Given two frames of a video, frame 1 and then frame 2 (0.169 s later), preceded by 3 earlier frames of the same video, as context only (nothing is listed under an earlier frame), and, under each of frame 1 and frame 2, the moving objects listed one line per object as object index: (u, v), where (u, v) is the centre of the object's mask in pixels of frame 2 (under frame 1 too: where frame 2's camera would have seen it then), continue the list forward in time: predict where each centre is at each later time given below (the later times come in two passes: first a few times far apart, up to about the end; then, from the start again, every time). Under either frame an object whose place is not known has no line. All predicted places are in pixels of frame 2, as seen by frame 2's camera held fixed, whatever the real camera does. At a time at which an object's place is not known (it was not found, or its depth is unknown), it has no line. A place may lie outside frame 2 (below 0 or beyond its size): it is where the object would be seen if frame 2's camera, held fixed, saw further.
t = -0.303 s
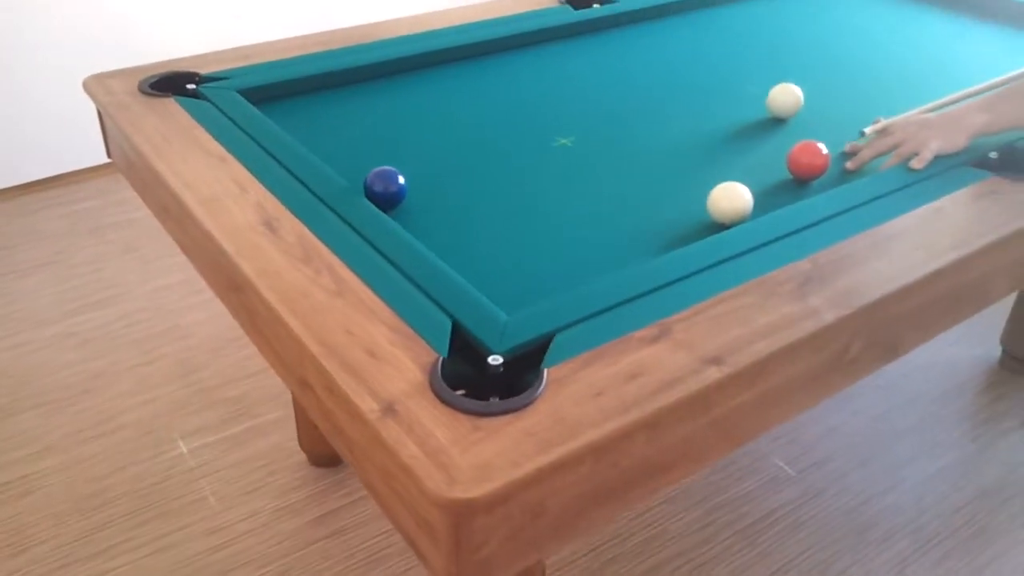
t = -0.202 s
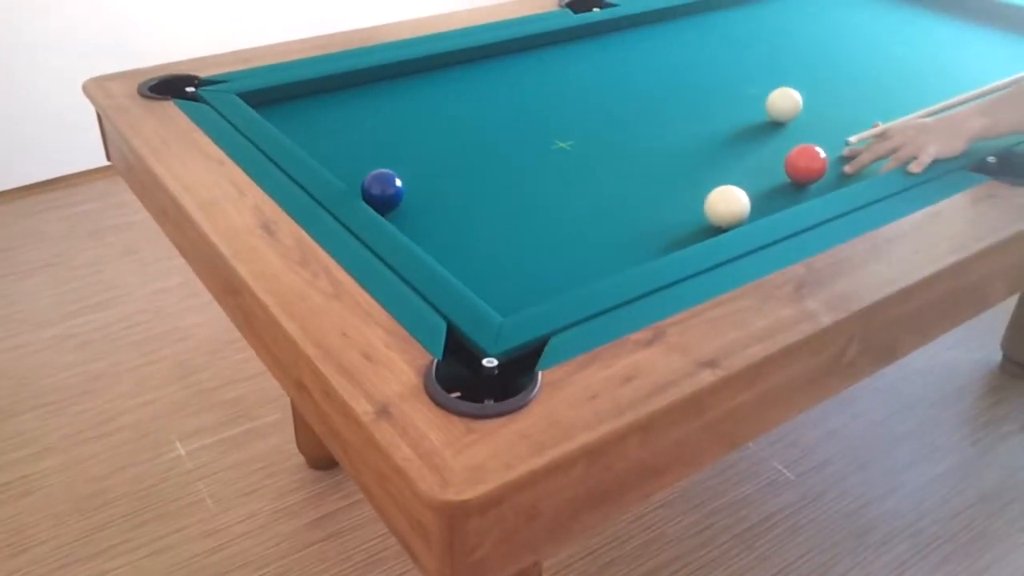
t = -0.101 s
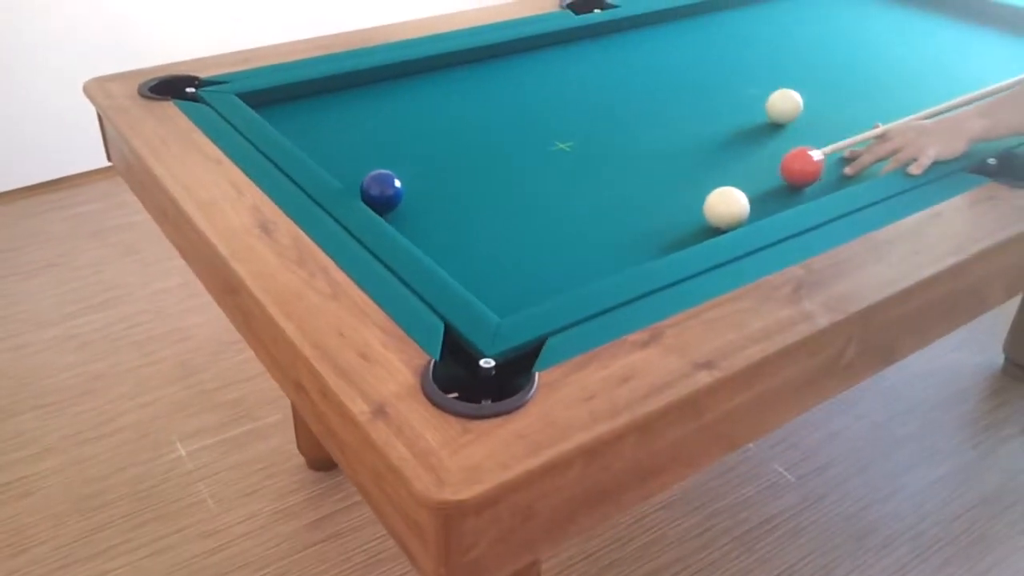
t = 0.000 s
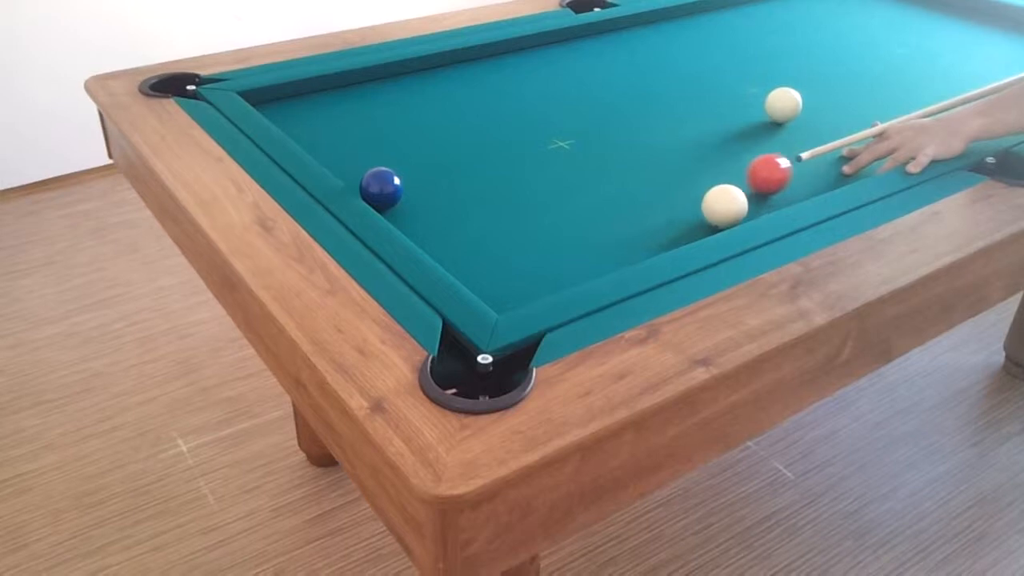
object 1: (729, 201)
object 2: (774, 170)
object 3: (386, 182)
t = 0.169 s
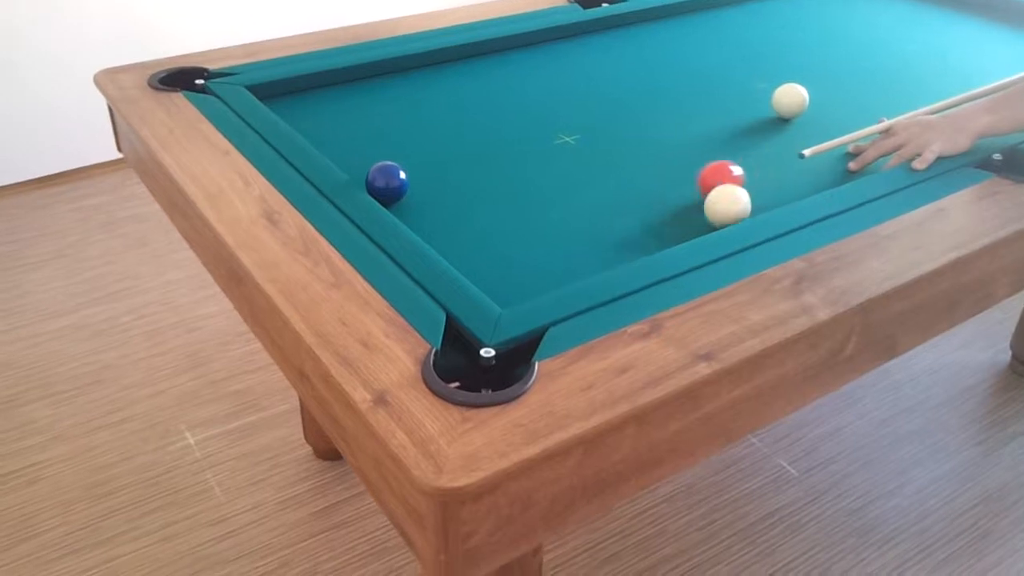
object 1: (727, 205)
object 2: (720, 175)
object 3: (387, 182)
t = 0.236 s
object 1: (724, 210)
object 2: (701, 180)
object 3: (386, 183)
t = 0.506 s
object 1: (694, 218)
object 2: (625, 180)
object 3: (386, 183)
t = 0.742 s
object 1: (665, 222)
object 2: (563, 179)
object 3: (386, 182)
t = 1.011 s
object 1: (635, 224)
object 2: (494, 178)
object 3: (387, 182)
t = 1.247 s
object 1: (612, 225)
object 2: (438, 177)
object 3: (387, 183)
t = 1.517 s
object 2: (421, 172)
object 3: (379, 179)
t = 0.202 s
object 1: (725, 208)
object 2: (710, 178)
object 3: (386, 183)
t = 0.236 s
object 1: (724, 210)
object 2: (701, 180)
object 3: (386, 183)
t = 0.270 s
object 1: (723, 212)
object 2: (691, 180)
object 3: (387, 183)
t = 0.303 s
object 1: (721, 214)
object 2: (682, 180)
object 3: (386, 183)
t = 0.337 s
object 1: (716, 215)
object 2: (672, 180)
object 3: (386, 183)
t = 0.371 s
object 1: (712, 215)
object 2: (663, 180)
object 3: (386, 183)
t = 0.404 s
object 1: (707, 216)
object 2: (653, 180)
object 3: (386, 183)
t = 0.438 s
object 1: (703, 217)
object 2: (644, 180)
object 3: (386, 183)
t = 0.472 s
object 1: (698, 218)
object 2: (635, 180)
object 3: (386, 183)
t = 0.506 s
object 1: (694, 218)
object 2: (625, 180)
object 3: (386, 183)
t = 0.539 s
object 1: (689, 219)
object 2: (616, 180)
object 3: (386, 183)
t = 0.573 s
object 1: (685, 220)
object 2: (607, 180)
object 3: (386, 183)
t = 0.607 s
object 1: (681, 220)
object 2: (598, 180)
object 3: (386, 182)
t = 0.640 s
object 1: (677, 221)
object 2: (589, 180)
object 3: (386, 182)
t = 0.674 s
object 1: (673, 221)
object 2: (580, 179)
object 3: (386, 183)
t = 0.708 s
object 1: (669, 222)
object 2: (571, 179)
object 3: (386, 182)
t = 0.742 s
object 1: (665, 222)
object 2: (563, 179)
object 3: (386, 182)
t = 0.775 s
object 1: (661, 223)
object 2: (554, 179)
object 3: (387, 183)
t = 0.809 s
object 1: (657, 223)
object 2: (545, 179)
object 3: (386, 183)
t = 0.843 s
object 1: (654, 223)
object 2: (537, 178)
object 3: (386, 182)
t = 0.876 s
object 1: (649, 223)
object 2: (528, 179)
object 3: (386, 183)
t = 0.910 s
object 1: (646, 223)
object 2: (520, 178)
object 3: (386, 183)
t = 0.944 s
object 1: (642, 223)
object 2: (512, 178)
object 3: (387, 183)
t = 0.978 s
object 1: (639, 224)
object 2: (503, 178)
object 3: (387, 183)
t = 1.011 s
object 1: (635, 224)
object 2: (494, 178)
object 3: (387, 182)
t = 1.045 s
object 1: (631, 224)
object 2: (486, 178)
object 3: (386, 182)
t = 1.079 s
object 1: (628, 224)
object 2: (478, 178)
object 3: (387, 183)
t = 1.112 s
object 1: (625, 224)
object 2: (470, 178)
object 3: (387, 183)
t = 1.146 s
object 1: (621, 224)
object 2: (462, 177)
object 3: (387, 183)
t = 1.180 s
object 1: (618, 225)
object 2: (454, 178)
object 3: (387, 183)
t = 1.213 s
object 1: (615, 225)
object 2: (446, 178)
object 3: (386, 183)
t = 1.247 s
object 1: (612, 225)
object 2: (438, 177)
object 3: (387, 183)
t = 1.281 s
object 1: (609, 225)
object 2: (431, 177)
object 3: (386, 183)
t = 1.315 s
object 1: (605, 225)
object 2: (428, 176)
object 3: (382, 182)
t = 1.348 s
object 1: (602, 225)
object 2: (427, 176)
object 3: (378, 181)
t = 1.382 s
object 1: (600, 225)
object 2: (425, 175)
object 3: (377, 181)
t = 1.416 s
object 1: (597, 226)
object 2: (423, 174)
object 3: (378, 181)
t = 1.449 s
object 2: (422, 173)
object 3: (379, 180)
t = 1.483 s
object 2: (421, 172)
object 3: (379, 180)
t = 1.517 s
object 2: (421, 172)
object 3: (379, 179)
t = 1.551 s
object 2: (421, 171)
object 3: (378, 179)
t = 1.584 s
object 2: (421, 170)
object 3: (378, 179)
